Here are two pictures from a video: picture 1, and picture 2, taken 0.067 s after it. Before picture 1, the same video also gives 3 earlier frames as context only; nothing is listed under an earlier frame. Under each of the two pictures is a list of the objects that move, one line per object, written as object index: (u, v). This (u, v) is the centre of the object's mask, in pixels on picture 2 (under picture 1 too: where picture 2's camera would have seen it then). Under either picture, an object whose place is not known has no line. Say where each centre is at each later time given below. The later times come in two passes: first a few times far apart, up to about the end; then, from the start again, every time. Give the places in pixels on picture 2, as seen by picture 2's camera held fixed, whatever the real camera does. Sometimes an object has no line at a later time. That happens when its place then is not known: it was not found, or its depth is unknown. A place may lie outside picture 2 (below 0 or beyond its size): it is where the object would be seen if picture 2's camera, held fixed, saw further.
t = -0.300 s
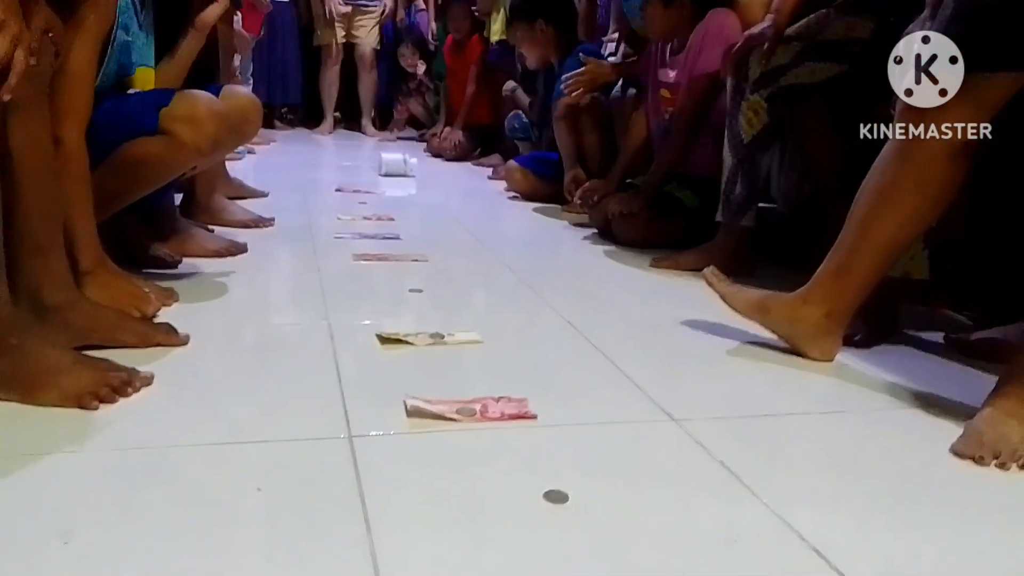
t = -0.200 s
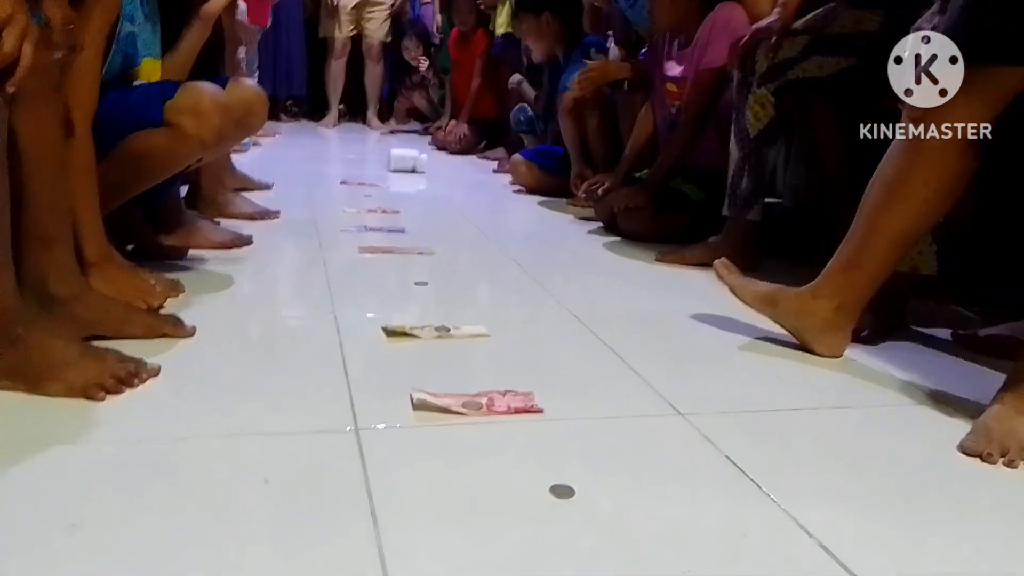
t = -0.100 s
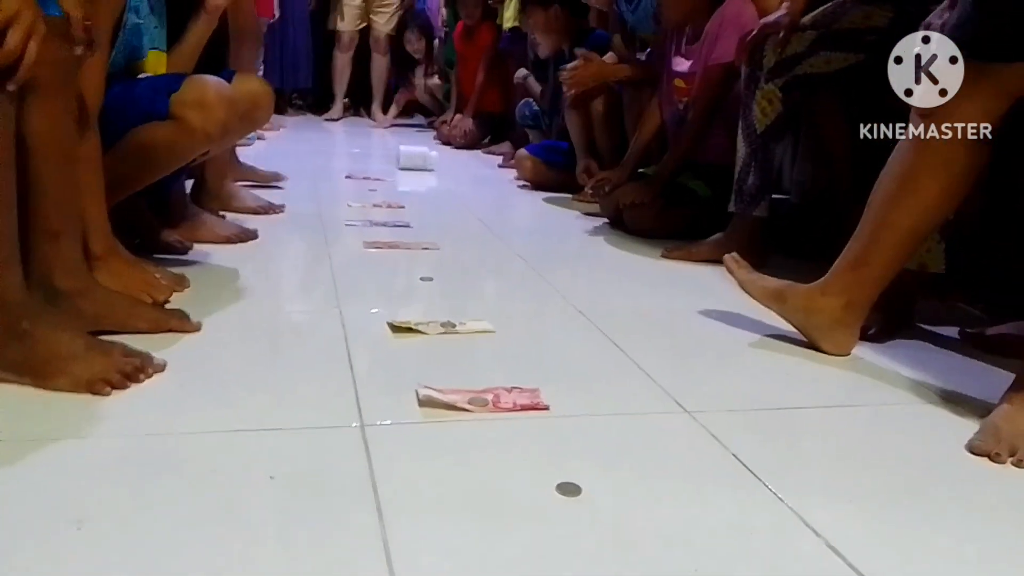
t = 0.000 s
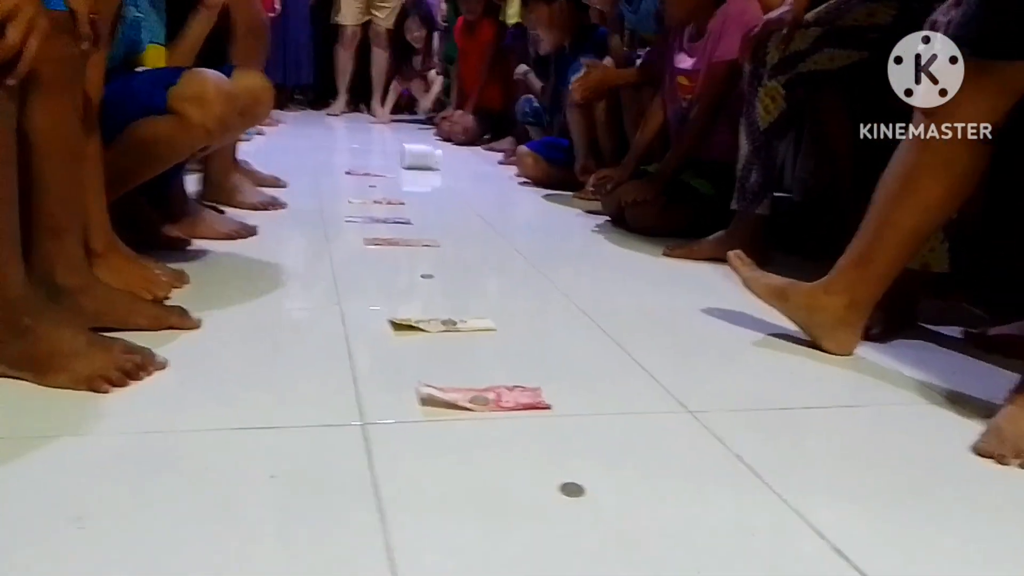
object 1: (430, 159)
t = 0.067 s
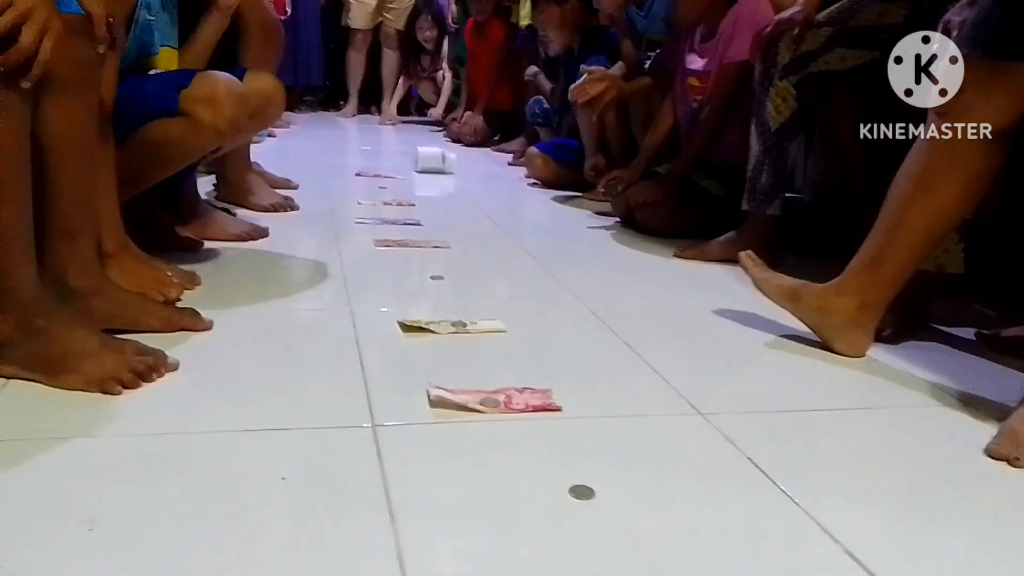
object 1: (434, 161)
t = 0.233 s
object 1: (441, 167)
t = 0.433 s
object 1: (452, 174)
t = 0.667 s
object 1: (464, 183)
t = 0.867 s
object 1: (475, 191)
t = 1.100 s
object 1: (489, 201)
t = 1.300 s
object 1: (501, 210)
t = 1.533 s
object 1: (517, 220)
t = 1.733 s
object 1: (532, 231)
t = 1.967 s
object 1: (549, 243)
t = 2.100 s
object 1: (559, 251)
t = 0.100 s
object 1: (436, 162)
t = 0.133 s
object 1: (437, 163)
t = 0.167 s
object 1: (439, 164)
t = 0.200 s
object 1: (440, 165)
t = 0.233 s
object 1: (441, 167)
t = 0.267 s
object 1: (443, 168)
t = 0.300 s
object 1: (444, 169)
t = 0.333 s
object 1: (446, 170)
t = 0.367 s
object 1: (448, 171)
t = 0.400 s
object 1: (450, 173)
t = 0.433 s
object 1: (452, 174)
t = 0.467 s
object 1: (453, 175)
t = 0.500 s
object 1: (454, 176)
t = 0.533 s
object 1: (456, 178)
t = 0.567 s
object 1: (458, 179)
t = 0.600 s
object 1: (460, 181)
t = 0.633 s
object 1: (462, 182)
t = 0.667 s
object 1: (464, 183)
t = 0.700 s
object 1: (465, 185)
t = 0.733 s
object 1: (467, 186)
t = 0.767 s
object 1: (469, 187)
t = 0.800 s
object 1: (471, 188)
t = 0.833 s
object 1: (473, 190)
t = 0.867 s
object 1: (475, 191)
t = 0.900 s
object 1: (477, 192)
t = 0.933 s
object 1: (479, 194)
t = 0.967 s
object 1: (480, 196)
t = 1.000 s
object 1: (483, 197)
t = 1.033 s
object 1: (484, 199)
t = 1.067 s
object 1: (486, 200)
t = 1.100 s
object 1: (489, 201)
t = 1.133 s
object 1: (491, 202)
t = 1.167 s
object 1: (492, 204)
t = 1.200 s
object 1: (495, 205)
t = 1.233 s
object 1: (496, 206)
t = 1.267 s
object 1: (499, 208)
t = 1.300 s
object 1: (501, 210)
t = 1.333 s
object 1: (503, 211)
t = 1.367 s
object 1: (505, 212)
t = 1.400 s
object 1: (507, 214)
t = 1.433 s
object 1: (510, 215)
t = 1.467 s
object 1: (512, 217)
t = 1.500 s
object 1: (514, 219)
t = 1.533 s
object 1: (517, 220)
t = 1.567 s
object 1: (519, 222)
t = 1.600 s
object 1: (522, 224)
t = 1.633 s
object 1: (524, 225)
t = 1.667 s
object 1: (527, 227)
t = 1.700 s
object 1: (529, 229)
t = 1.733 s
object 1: (532, 231)
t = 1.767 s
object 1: (534, 233)
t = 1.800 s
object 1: (537, 235)
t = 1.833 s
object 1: (539, 236)
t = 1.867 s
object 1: (541, 237)
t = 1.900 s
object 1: (542, 239)
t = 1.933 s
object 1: (545, 241)
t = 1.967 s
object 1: (549, 243)
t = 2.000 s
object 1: (552, 245)
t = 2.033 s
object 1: (554, 246)
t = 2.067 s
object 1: (557, 248)
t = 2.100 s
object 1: (559, 251)
